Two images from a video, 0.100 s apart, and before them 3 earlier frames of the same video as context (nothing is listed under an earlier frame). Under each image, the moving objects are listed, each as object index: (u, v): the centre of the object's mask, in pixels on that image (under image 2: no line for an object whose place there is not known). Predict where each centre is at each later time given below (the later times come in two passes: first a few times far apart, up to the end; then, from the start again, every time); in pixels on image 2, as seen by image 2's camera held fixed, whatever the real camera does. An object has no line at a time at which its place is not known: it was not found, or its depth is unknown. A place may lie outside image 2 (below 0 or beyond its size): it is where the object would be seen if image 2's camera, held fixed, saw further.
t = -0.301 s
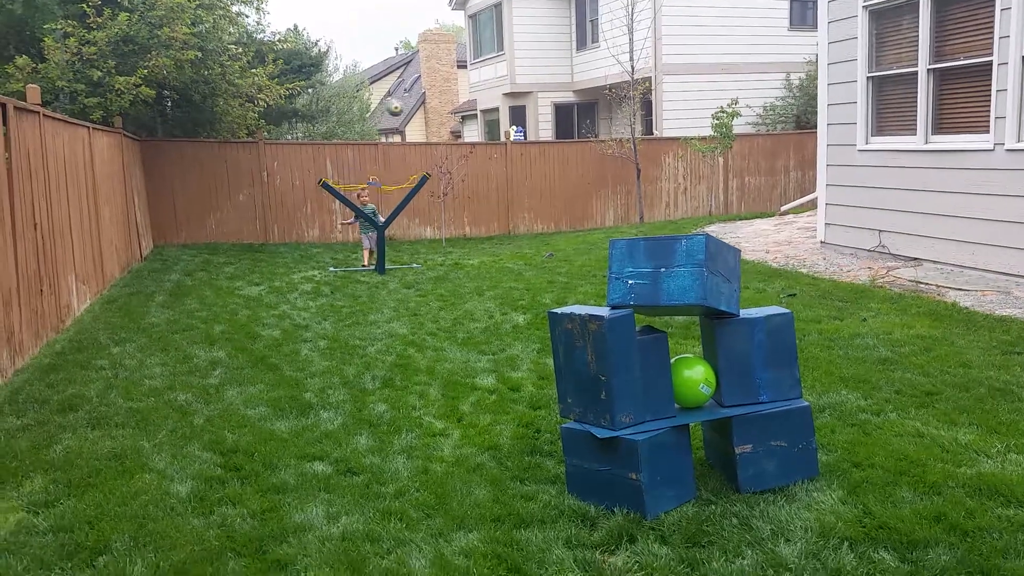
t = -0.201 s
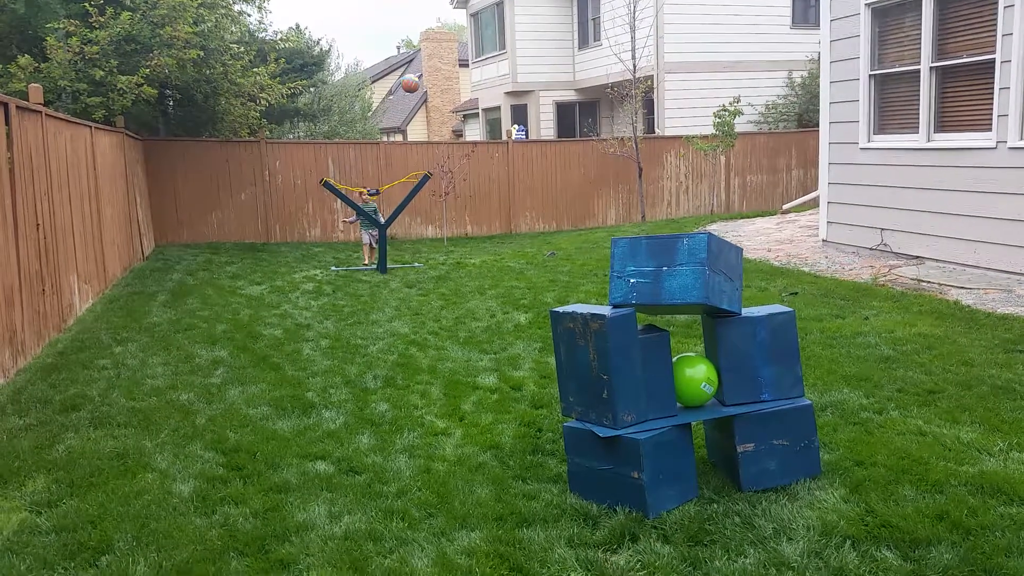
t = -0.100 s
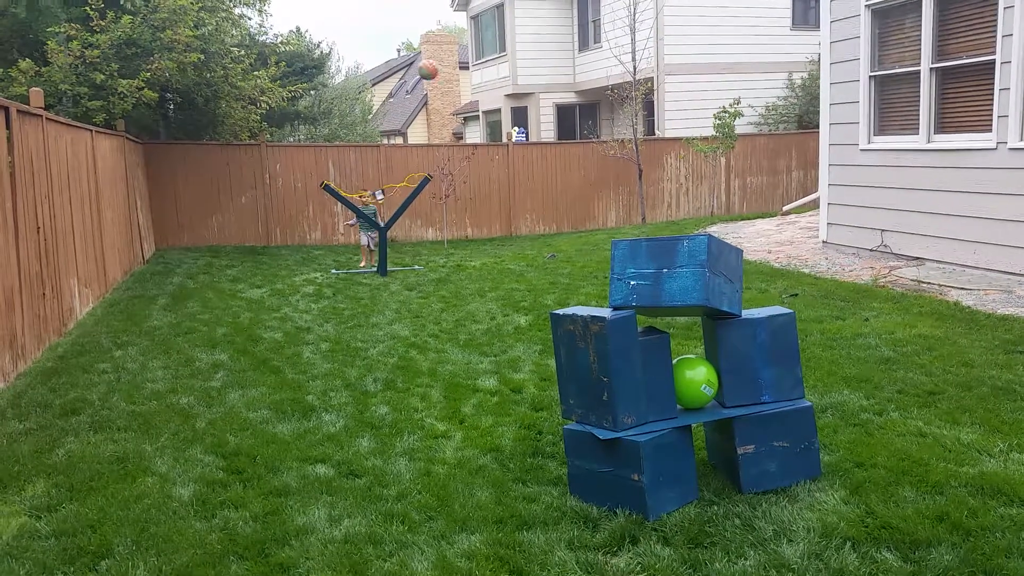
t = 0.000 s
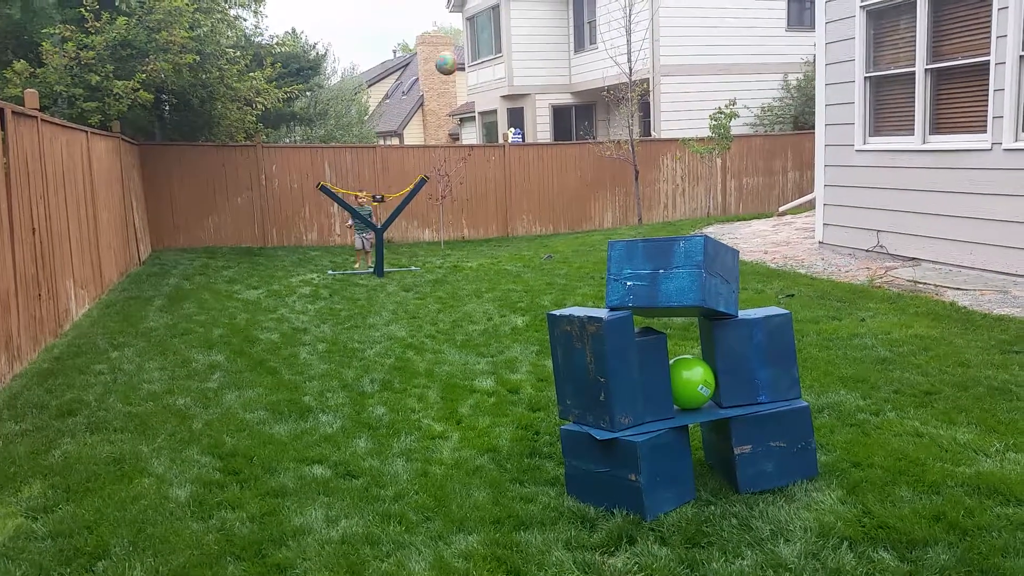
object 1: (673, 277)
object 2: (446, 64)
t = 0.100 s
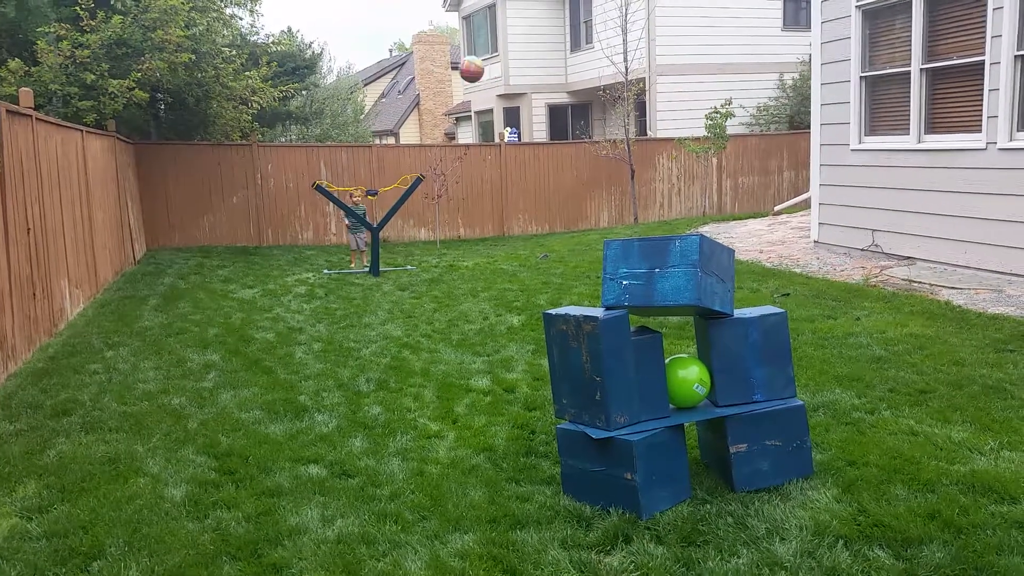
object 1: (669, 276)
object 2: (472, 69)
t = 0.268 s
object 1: (669, 276)
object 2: (542, 129)
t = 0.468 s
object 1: (684, 277)
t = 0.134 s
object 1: (669, 276)
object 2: (482, 76)
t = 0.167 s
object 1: (669, 276)
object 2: (495, 85)
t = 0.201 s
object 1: (669, 276)
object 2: (509, 97)
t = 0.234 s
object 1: (669, 275)
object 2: (524, 111)
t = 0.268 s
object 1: (669, 276)
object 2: (542, 129)
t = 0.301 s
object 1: (669, 276)
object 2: (559, 151)
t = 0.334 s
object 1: (669, 275)
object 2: (581, 178)
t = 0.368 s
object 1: (670, 276)
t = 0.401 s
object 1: (670, 276)
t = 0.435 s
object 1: (677, 276)
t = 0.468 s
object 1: (684, 277)
